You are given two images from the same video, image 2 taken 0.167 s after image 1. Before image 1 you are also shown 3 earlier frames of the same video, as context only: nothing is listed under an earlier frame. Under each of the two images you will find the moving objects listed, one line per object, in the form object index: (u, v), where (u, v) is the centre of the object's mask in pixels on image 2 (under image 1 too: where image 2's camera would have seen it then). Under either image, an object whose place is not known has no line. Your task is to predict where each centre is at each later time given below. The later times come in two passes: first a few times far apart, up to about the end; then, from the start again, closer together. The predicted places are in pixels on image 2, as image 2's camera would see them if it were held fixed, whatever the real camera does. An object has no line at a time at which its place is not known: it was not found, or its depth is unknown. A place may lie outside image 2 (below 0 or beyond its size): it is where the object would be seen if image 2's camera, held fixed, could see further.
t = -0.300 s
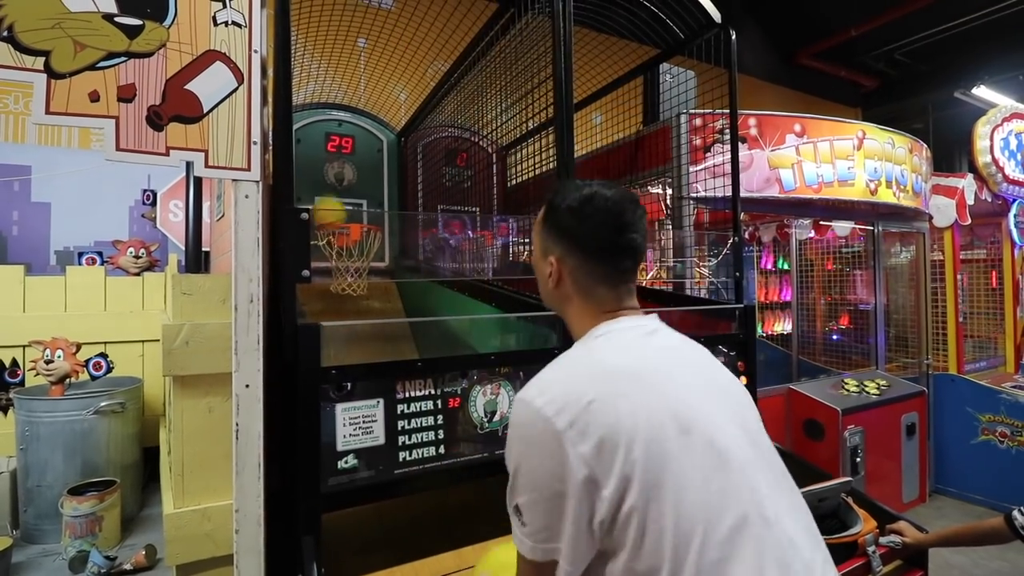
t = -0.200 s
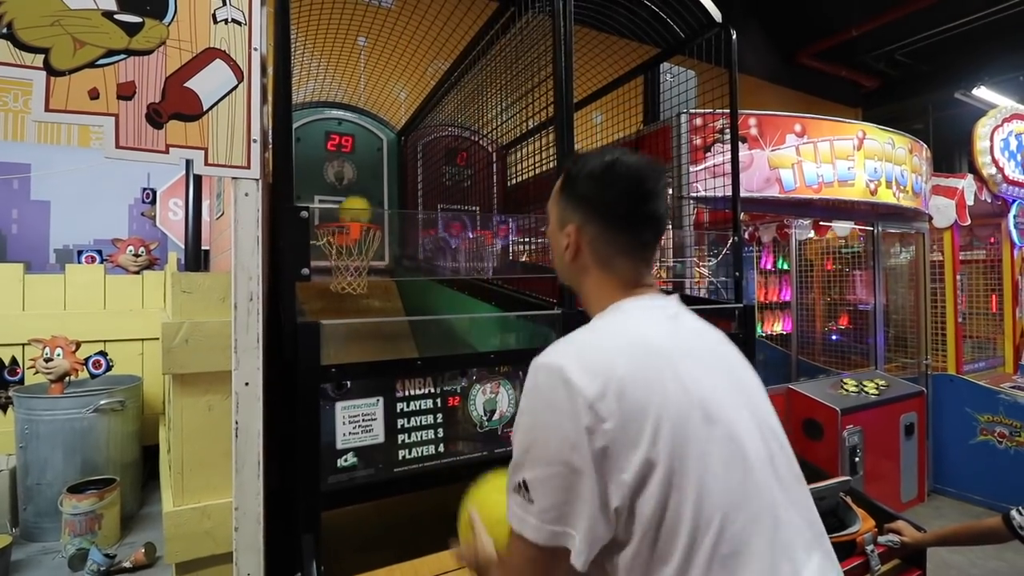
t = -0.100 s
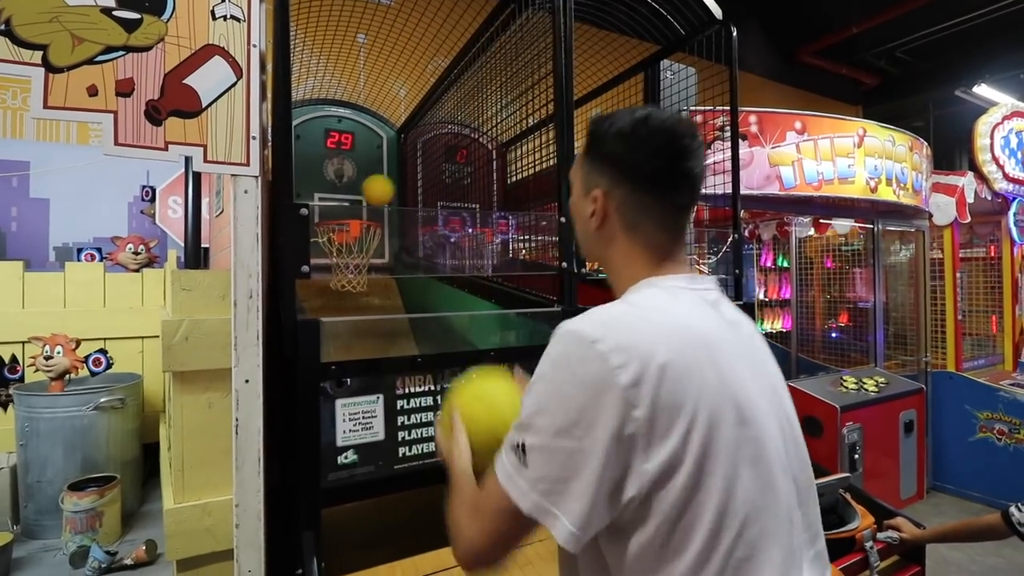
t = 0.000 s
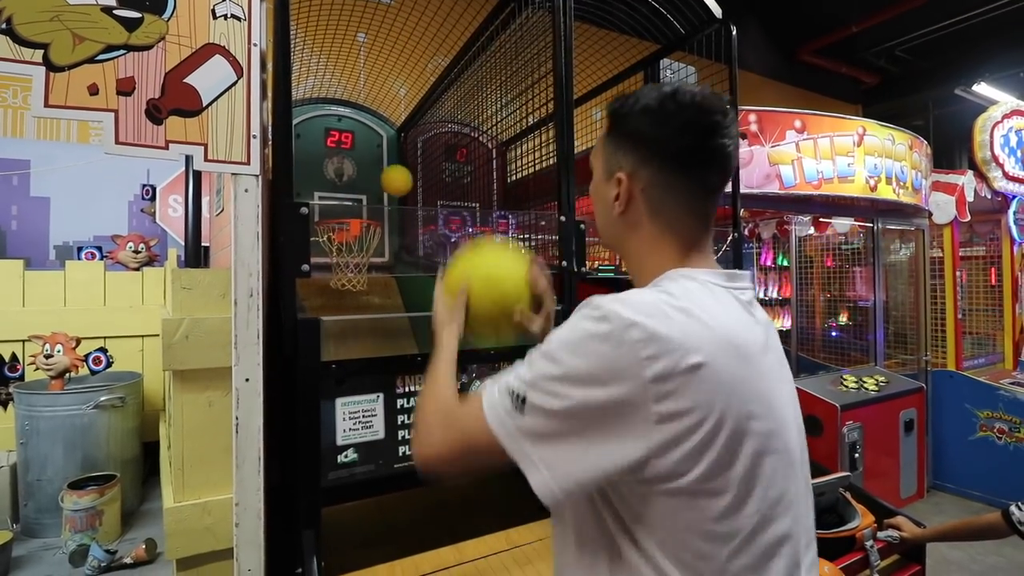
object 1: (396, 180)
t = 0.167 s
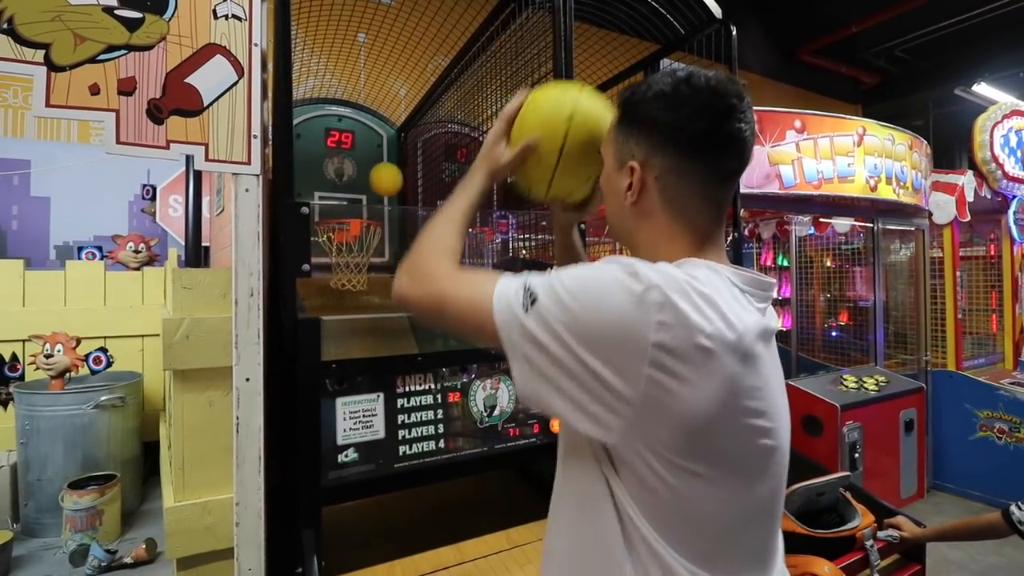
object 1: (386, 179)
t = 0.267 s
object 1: (378, 198)
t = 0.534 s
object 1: (403, 222)
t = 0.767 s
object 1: (394, 294)
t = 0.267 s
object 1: (378, 198)
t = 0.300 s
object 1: (377, 206)
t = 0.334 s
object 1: (381, 202)
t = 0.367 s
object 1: (383, 202)
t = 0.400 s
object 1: (387, 201)
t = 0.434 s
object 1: (392, 204)
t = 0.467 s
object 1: (394, 207)
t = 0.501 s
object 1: (399, 213)
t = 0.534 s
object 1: (403, 222)
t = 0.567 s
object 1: (405, 227)
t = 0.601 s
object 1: (409, 241)
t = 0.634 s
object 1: (415, 258)
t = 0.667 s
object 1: (414, 264)
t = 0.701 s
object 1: (406, 273)
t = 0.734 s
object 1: (398, 286)
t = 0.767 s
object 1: (394, 294)
